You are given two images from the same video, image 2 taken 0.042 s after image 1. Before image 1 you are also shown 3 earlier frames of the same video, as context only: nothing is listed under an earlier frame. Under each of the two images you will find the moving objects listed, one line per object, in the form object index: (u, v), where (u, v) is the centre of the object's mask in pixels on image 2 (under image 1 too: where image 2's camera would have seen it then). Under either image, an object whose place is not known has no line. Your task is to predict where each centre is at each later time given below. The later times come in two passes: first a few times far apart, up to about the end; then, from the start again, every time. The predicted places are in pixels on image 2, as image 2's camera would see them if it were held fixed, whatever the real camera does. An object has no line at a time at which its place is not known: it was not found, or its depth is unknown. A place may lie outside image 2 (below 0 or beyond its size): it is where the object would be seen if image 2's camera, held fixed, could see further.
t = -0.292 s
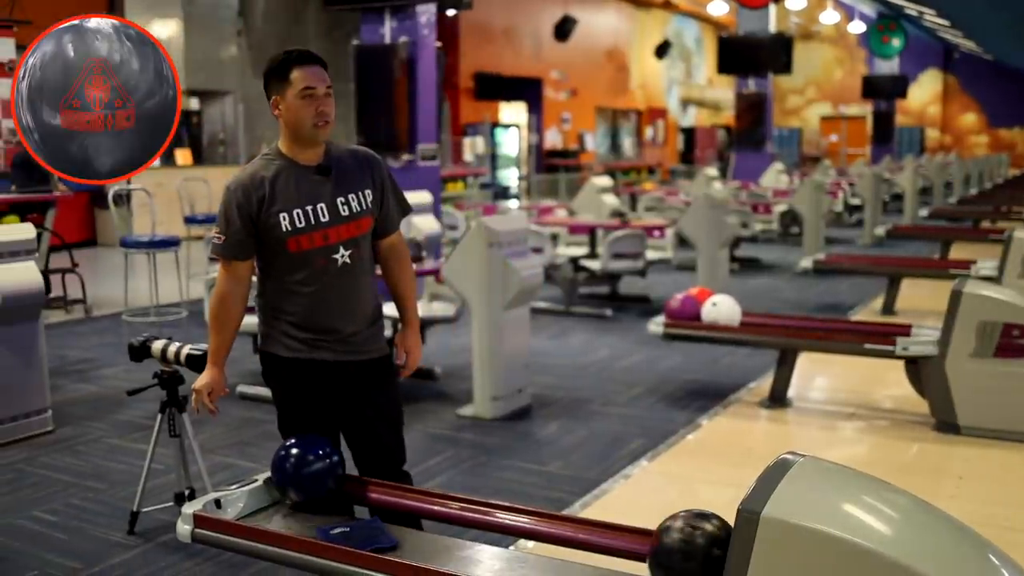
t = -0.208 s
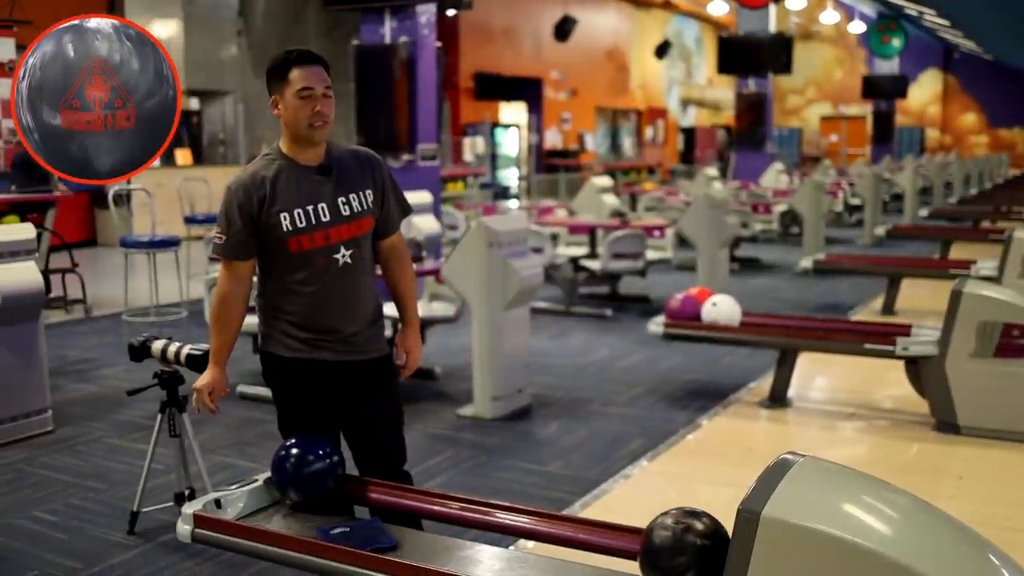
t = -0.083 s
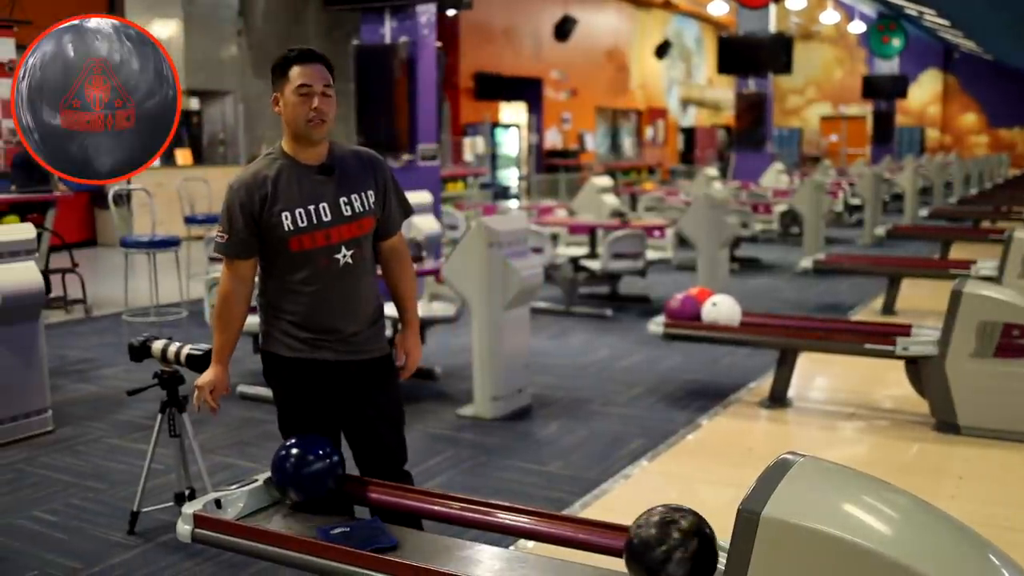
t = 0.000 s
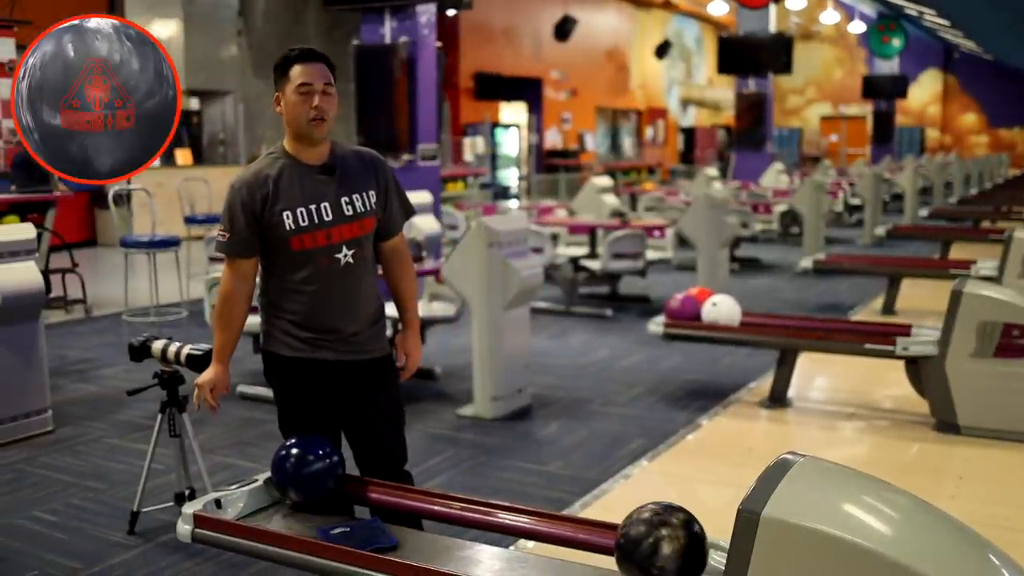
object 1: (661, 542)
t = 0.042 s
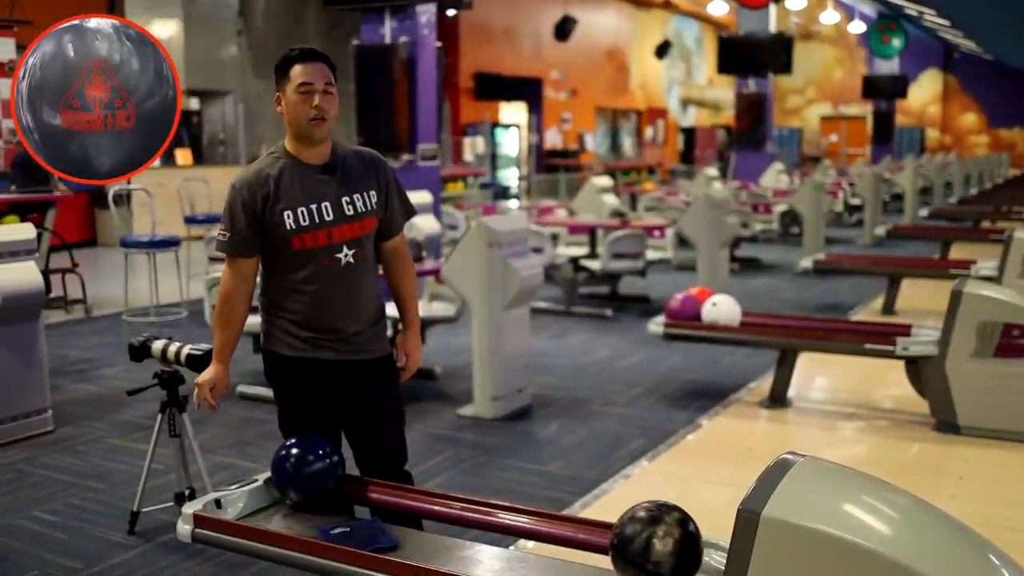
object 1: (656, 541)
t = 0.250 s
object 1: (631, 537)
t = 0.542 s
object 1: (599, 527)
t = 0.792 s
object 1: (572, 517)
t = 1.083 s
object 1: (533, 510)
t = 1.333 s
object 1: (499, 505)
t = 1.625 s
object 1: (459, 497)
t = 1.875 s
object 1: (426, 491)
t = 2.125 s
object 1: (392, 484)
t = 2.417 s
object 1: (361, 480)
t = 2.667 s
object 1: (360, 479)
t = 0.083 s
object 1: (651, 540)
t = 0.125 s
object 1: (646, 540)
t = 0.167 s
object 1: (641, 539)
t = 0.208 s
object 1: (636, 538)
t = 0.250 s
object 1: (631, 537)
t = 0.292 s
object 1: (627, 536)
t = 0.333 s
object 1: (622, 535)
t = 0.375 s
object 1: (617, 533)
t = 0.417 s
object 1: (612, 532)
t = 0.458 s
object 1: (608, 531)
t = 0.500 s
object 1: (603, 529)
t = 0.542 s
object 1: (599, 527)
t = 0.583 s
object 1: (594, 525)
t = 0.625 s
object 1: (590, 523)
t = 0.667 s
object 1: (586, 522)
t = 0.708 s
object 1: (581, 520)
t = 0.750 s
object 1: (577, 518)
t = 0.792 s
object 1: (572, 517)
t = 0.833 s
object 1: (566, 517)
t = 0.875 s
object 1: (561, 516)
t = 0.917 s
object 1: (555, 514)
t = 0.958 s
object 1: (550, 514)
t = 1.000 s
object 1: (544, 513)
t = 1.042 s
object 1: (539, 512)
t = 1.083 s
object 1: (533, 510)
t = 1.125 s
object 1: (527, 510)
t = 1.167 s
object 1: (522, 509)
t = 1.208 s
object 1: (516, 508)
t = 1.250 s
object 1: (510, 507)
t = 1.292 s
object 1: (505, 506)
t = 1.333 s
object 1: (499, 505)
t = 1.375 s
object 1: (493, 504)
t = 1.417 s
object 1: (487, 503)
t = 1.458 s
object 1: (482, 502)
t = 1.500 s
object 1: (476, 500)
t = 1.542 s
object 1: (470, 499)
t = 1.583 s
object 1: (465, 498)
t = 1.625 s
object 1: (459, 497)
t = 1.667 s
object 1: (453, 496)
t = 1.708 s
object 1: (448, 495)
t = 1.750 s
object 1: (442, 494)
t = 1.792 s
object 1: (436, 493)
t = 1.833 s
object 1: (431, 492)
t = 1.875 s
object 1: (426, 491)
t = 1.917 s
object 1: (421, 490)
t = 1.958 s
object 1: (414, 490)
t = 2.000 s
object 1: (409, 488)
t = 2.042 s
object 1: (403, 486)
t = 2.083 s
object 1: (398, 484)
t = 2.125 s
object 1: (392, 484)
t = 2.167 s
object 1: (386, 483)
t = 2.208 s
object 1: (381, 483)
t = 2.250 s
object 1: (376, 482)
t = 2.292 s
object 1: (370, 482)
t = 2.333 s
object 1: (365, 480)
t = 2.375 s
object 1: (360, 479)
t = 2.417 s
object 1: (361, 480)
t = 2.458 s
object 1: (360, 479)
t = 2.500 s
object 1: (360, 479)
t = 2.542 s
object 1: (360, 479)
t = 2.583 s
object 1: (360, 479)
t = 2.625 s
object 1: (360, 479)
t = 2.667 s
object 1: (360, 479)
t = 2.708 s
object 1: (359, 479)
